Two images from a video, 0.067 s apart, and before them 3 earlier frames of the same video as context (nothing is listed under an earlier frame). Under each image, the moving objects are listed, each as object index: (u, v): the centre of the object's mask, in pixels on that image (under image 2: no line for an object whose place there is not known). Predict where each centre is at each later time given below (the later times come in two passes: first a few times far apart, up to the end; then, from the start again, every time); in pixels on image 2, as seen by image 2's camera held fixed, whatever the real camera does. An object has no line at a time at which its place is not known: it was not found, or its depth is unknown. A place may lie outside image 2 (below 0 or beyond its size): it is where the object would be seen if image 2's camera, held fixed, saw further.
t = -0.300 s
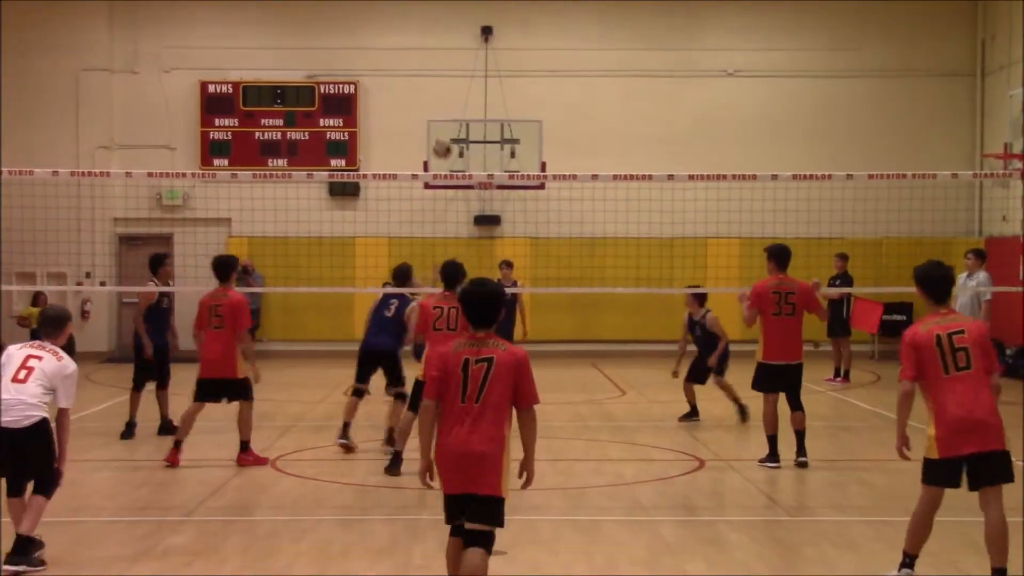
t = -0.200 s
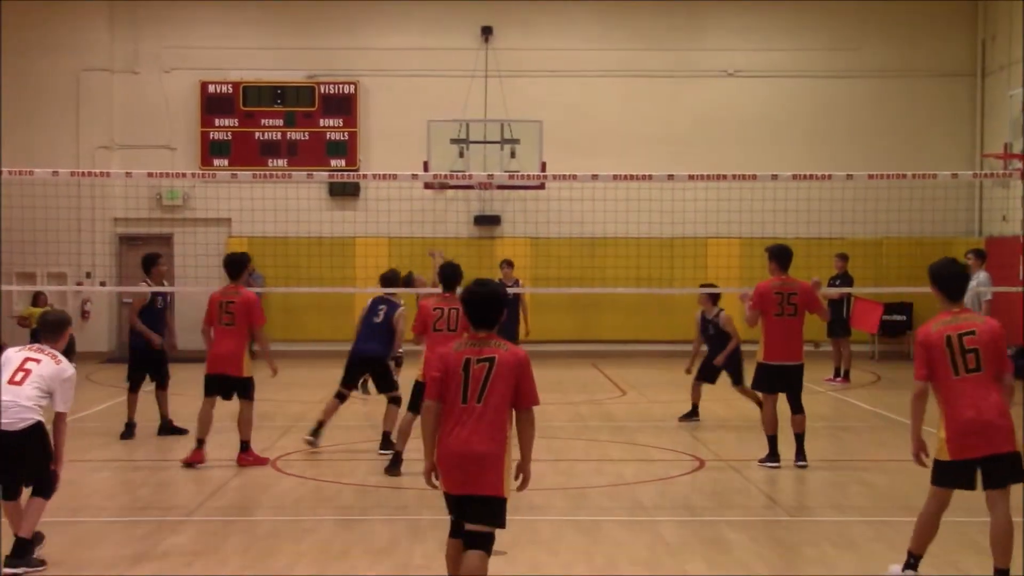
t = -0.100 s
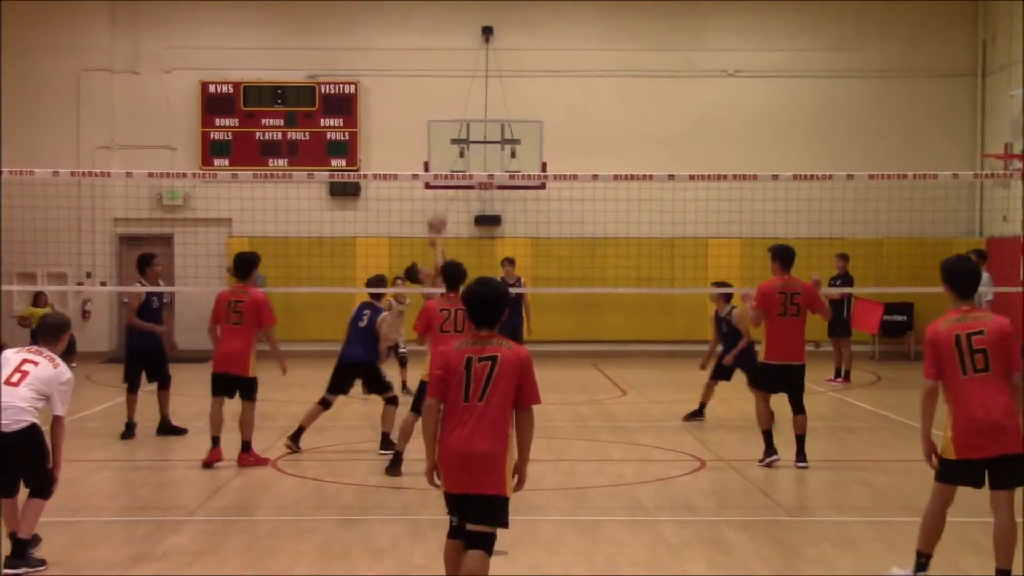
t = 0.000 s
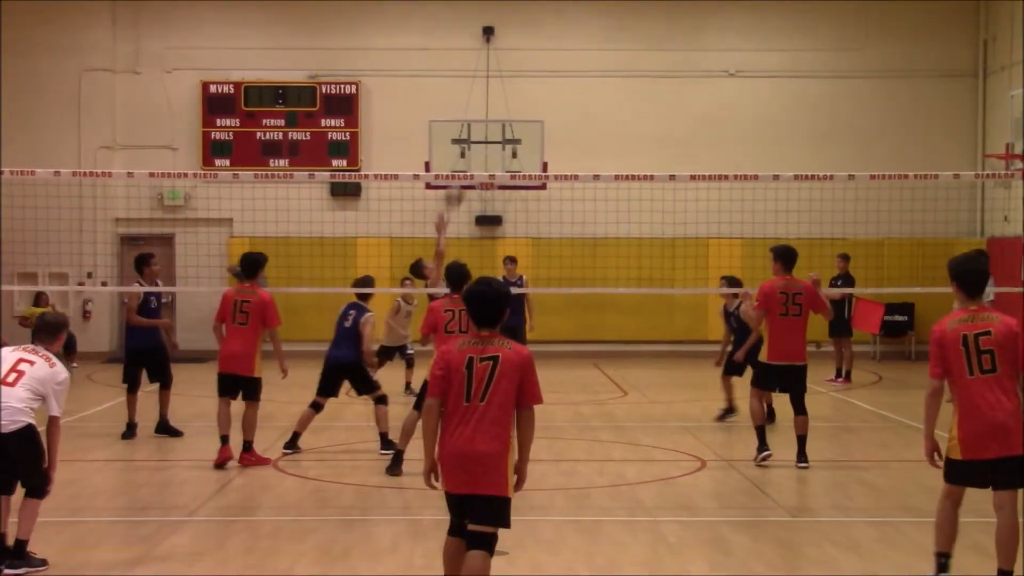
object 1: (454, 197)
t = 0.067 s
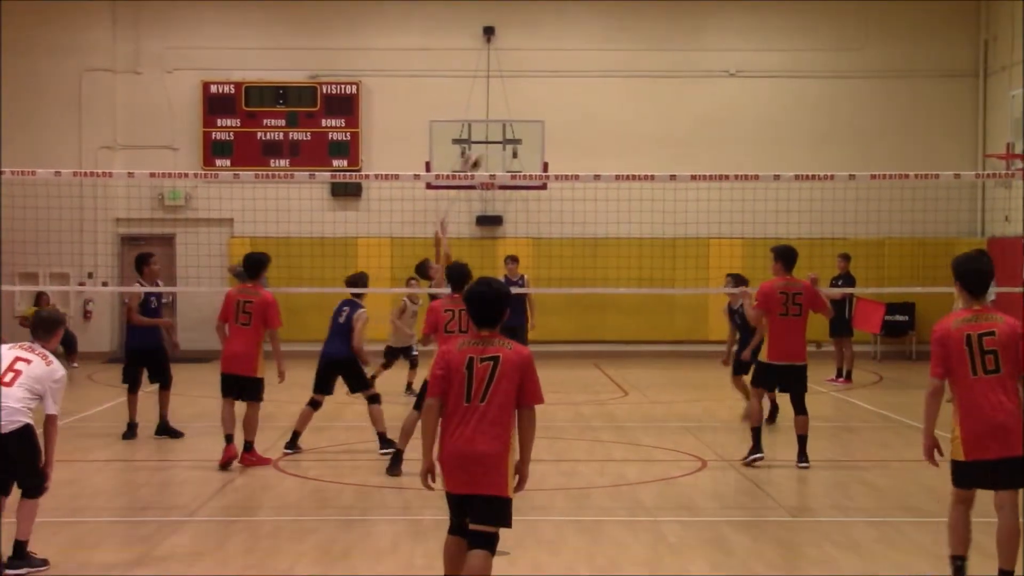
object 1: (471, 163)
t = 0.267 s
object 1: (521, 84)
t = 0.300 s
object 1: (528, 76)
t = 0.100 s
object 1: (479, 148)
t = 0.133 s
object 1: (488, 132)
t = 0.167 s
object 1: (498, 118)
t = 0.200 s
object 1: (506, 106)
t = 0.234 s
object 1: (514, 95)
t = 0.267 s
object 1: (521, 84)
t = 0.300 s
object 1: (528, 76)
